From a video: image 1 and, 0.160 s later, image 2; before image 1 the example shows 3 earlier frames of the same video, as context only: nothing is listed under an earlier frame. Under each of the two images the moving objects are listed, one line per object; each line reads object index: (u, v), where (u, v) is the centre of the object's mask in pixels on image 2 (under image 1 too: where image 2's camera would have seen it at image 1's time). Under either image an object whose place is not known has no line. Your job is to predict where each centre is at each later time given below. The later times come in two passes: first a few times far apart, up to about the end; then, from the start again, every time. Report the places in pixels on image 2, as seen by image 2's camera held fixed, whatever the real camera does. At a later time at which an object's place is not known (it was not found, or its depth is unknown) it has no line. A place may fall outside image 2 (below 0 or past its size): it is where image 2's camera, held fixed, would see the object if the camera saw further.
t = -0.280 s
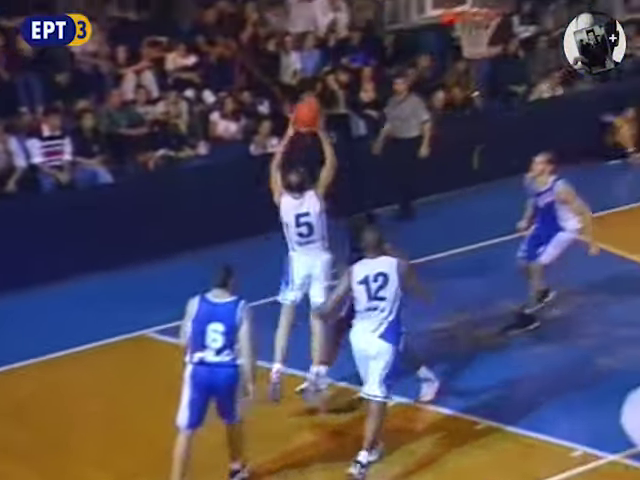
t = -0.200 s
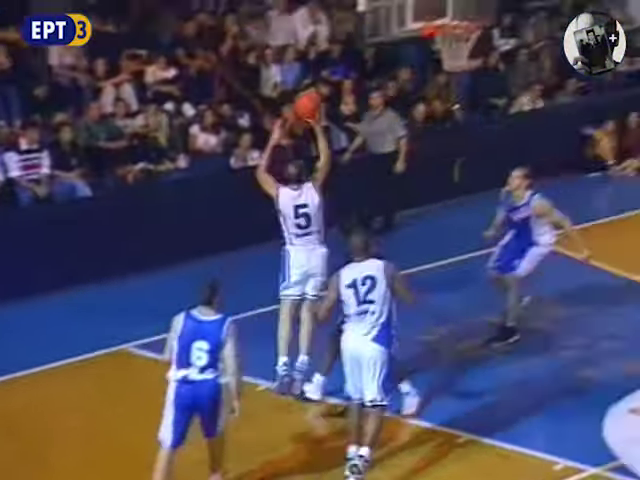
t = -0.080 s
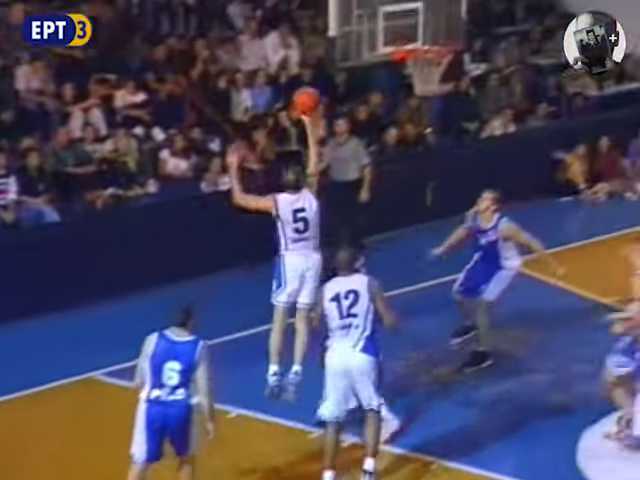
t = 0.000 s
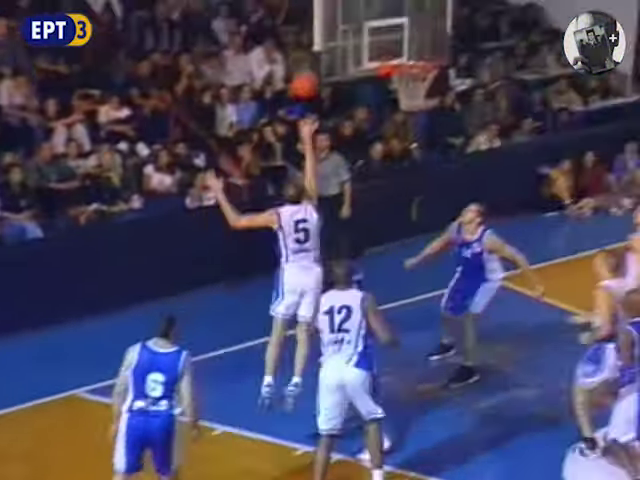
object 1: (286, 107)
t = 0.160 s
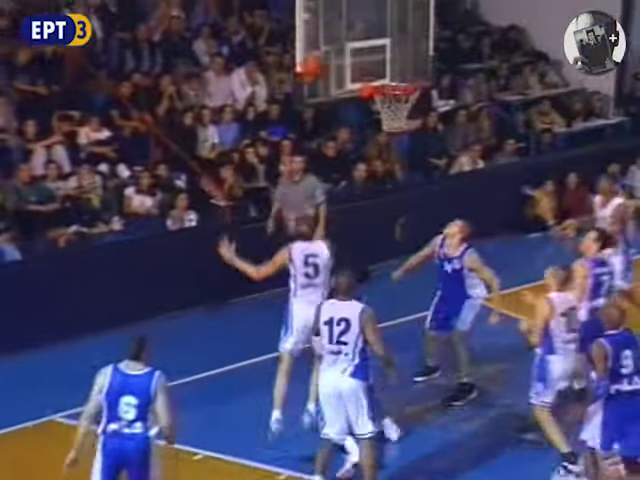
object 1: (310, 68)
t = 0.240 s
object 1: (326, 56)
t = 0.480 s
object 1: (384, 72)
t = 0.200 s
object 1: (318, 62)
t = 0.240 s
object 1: (326, 56)
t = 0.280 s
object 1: (332, 54)
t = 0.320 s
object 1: (336, 53)
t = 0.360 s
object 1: (341, 55)
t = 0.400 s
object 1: (359, 58)
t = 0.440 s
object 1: (372, 66)
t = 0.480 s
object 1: (384, 72)
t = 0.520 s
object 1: (400, 78)
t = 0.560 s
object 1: (405, 87)
